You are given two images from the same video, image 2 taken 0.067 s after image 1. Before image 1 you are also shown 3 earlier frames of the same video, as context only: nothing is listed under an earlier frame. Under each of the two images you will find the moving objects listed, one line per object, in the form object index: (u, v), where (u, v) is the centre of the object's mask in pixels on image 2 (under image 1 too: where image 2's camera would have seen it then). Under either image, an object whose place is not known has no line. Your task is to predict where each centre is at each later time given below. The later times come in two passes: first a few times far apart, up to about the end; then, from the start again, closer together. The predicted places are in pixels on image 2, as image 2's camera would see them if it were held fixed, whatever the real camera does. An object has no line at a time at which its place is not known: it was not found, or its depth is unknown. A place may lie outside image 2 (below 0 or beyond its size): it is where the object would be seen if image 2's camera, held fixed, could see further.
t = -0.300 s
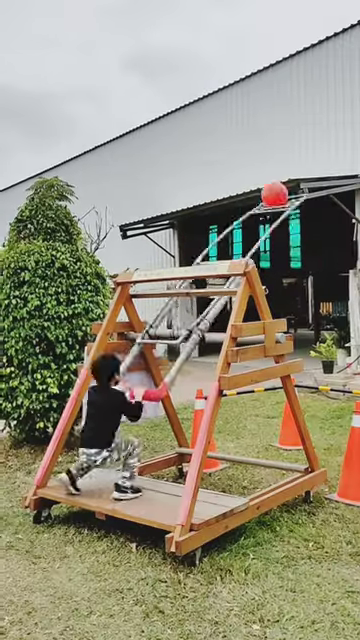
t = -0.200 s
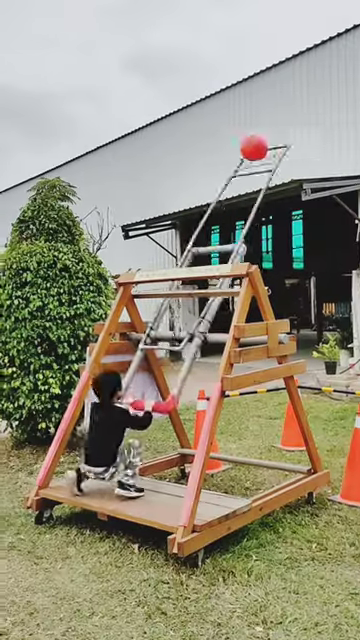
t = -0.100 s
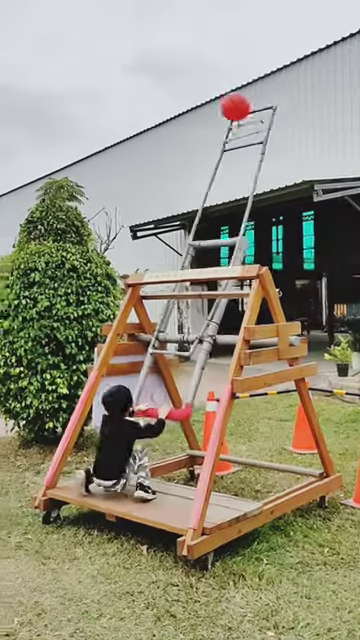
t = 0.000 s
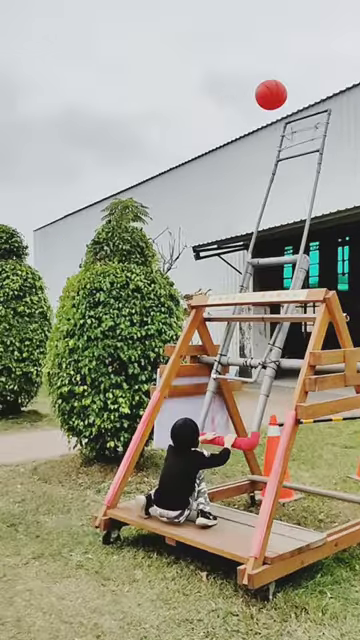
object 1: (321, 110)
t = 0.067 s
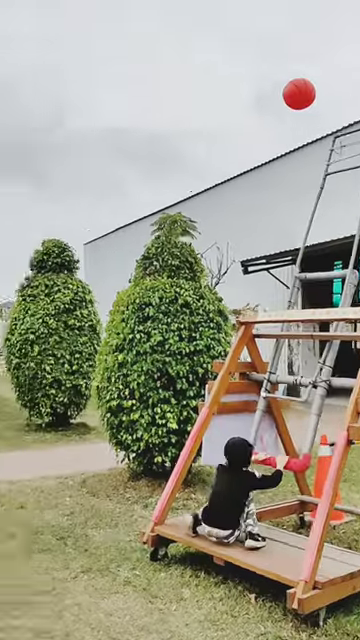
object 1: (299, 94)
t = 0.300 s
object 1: (212, 78)
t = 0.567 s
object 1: (92, 157)
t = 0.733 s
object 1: (12, 274)
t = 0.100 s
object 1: (287, 88)
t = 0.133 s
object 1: (275, 83)
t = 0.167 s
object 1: (262, 79)
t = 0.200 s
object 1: (250, 77)
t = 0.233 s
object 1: (238, 75)
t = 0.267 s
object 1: (225, 76)
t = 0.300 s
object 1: (212, 78)
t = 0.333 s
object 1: (199, 81)
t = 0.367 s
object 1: (186, 86)
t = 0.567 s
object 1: (92, 157)
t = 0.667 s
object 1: (44, 221)
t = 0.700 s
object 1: (28, 246)
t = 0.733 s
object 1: (12, 274)
